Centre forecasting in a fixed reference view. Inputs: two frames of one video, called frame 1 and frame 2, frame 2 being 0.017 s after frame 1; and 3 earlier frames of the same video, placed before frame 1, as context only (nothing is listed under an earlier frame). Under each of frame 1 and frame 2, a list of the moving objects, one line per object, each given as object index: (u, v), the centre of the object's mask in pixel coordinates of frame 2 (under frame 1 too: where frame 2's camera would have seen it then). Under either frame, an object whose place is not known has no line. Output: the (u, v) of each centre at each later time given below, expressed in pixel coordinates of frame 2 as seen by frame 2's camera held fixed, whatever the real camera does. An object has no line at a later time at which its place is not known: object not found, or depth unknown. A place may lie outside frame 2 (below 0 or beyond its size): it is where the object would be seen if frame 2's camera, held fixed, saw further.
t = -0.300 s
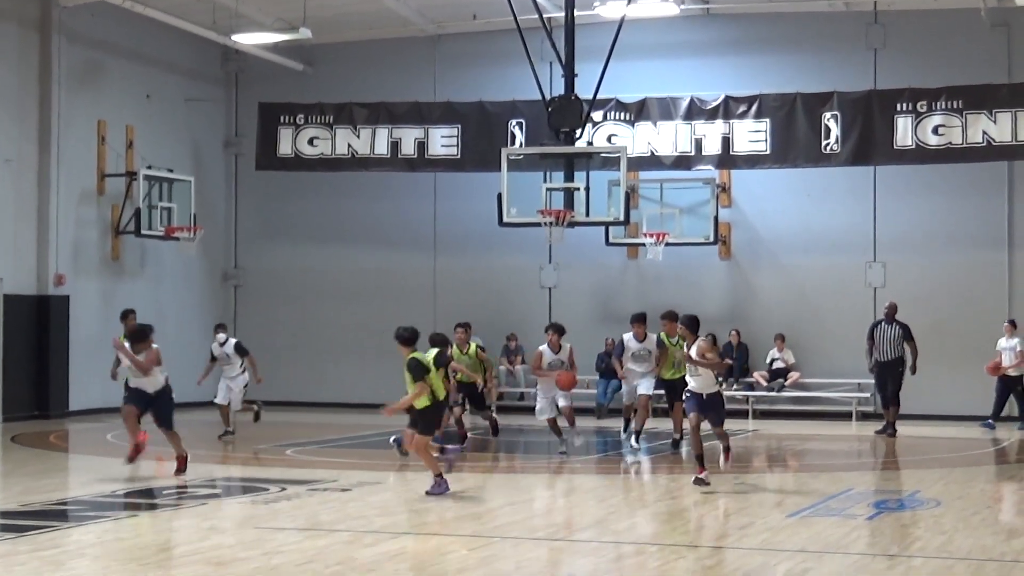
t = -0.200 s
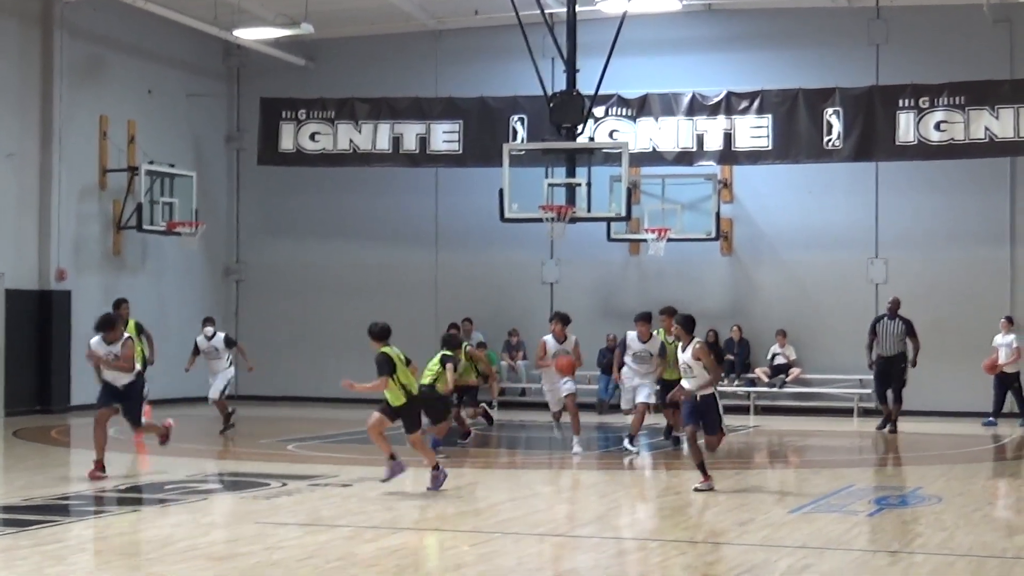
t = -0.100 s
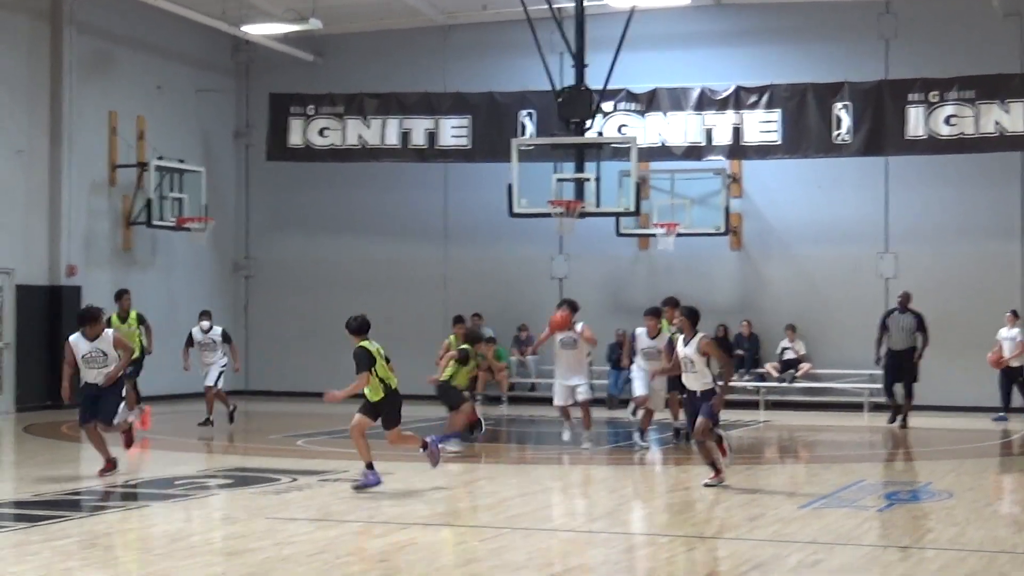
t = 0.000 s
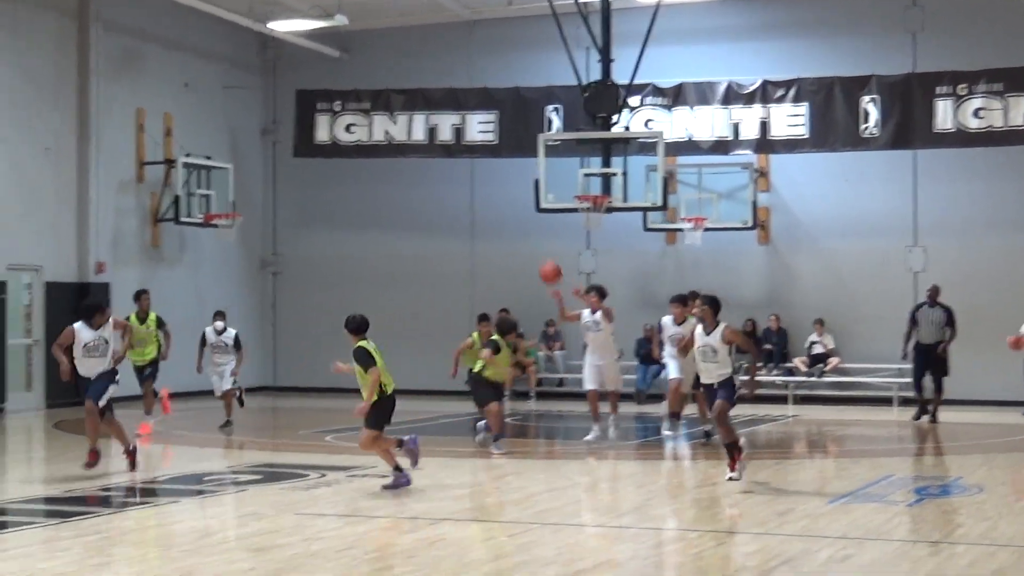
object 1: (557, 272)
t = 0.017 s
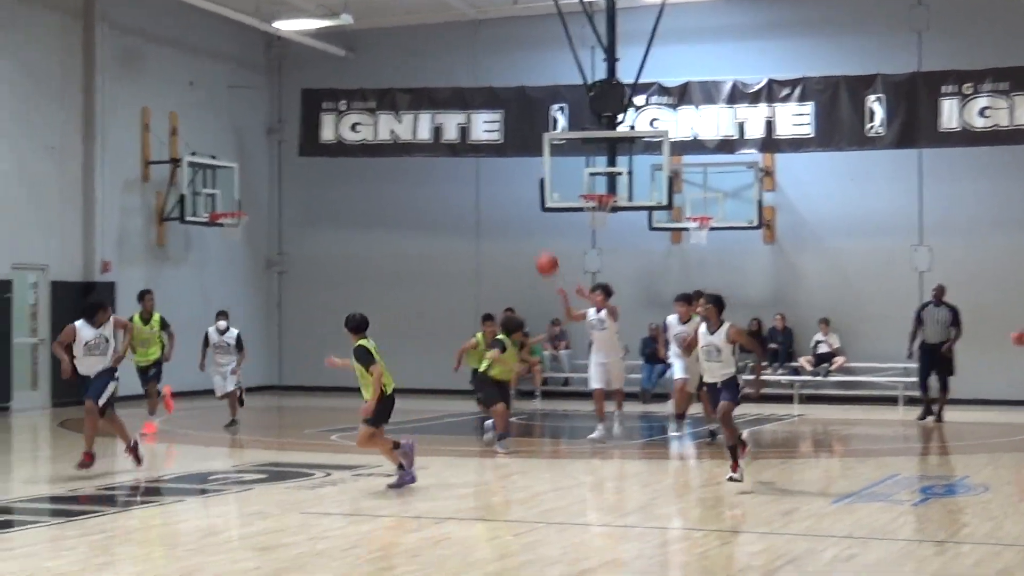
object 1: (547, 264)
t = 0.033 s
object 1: (537, 256)
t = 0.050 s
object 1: (527, 248)
